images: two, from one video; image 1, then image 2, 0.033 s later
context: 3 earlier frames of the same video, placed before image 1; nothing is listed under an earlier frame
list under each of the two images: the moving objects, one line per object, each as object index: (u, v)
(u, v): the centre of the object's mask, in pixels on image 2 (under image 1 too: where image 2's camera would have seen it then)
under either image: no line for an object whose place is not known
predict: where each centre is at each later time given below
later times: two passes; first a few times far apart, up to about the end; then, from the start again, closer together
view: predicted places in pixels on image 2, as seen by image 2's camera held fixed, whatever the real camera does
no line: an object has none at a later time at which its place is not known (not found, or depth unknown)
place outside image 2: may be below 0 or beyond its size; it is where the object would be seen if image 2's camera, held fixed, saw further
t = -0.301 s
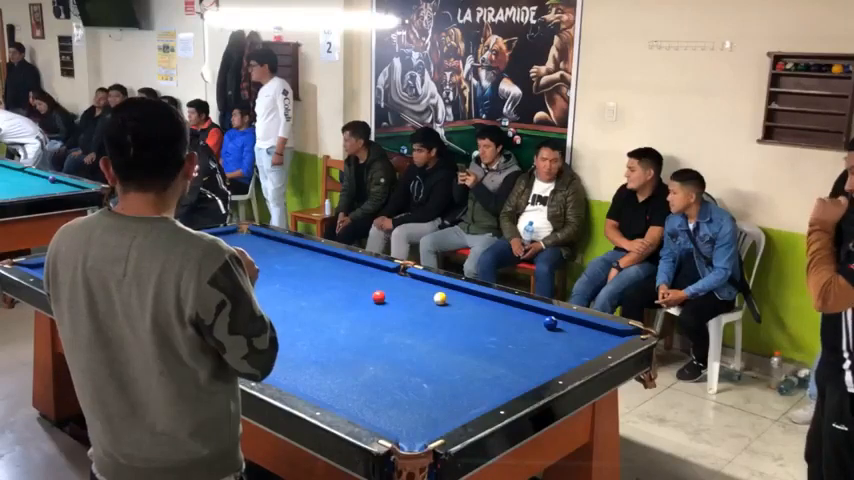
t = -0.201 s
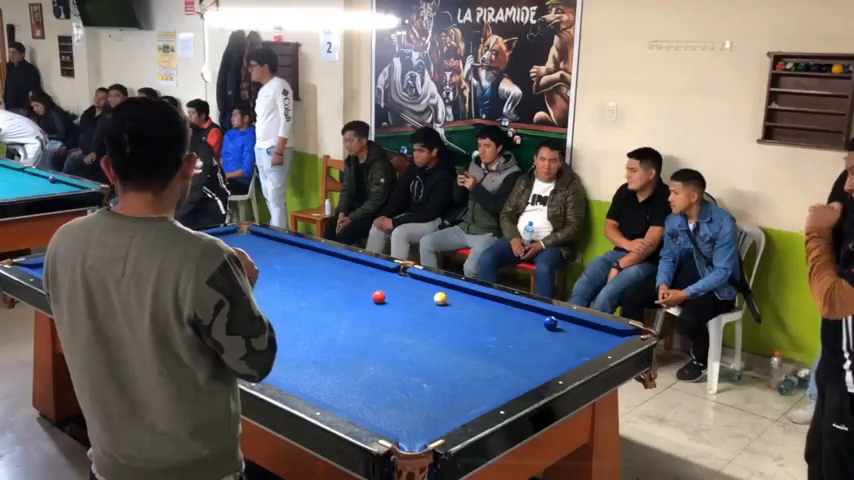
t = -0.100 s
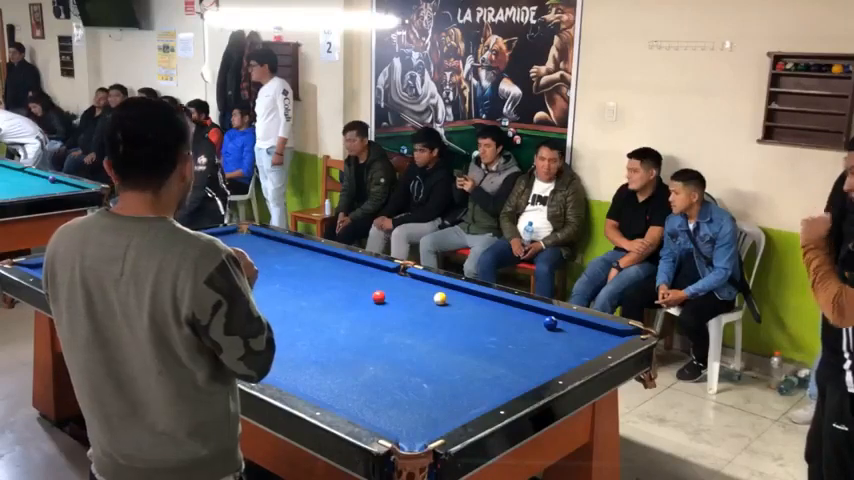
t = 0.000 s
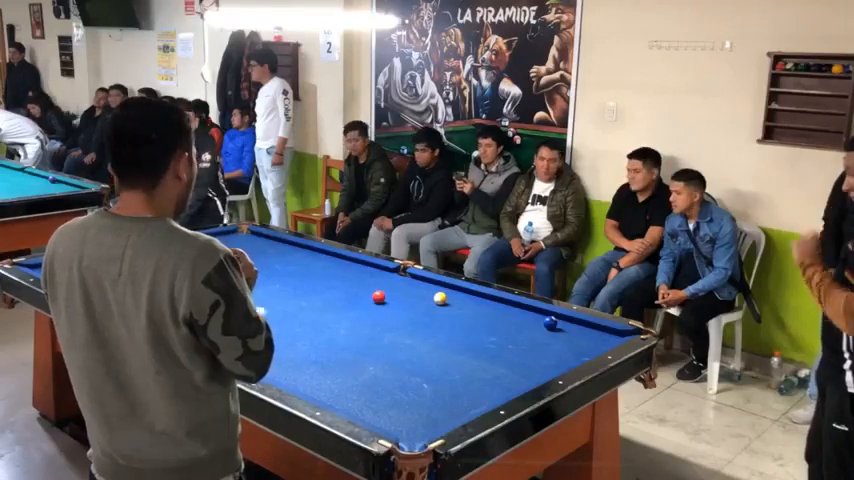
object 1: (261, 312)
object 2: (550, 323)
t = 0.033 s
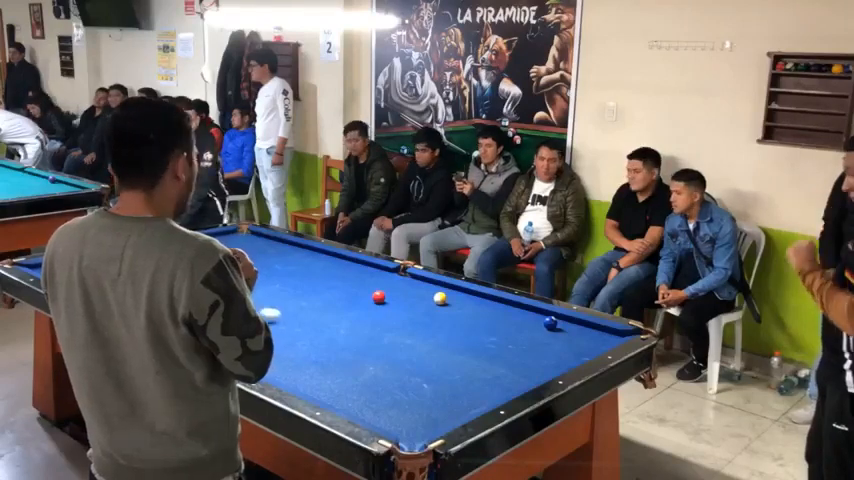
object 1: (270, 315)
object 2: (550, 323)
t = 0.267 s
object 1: (372, 328)
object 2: (550, 323)
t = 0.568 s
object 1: (513, 347)
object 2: (550, 323)
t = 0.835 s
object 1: (567, 336)
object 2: (550, 323)
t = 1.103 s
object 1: (557, 321)
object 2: (526, 315)
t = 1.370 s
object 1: (515, 321)
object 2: (497, 306)
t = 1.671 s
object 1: (470, 322)
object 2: (469, 296)
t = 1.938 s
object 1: (431, 323)
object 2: (447, 288)
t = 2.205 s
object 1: (392, 323)
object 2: (427, 281)
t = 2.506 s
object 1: (349, 324)
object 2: (405, 275)
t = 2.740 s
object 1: (307, 326)
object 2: (382, 270)
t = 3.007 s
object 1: (270, 327)
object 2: (365, 267)
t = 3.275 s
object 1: (235, 327)
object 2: (349, 263)
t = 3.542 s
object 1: (202, 328)
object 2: (335, 259)
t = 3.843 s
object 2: (320, 256)
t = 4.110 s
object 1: (173, 324)
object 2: (307, 253)
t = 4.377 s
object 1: (181, 321)
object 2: (297, 250)
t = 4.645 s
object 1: (187, 318)
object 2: (287, 248)
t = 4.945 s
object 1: (193, 316)
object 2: (278, 245)
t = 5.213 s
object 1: (198, 314)
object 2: (271, 244)
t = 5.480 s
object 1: (201, 312)
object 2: (265, 241)
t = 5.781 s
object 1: (203, 311)
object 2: (258, 240)
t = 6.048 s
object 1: (204, 310)
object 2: (252, 238)
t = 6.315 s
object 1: (204, 310)
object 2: (249, 237)
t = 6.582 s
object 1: (204, 310)
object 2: (246, 236)
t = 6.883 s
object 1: (204, 310)
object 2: (244, 235)
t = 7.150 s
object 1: (204, 310)
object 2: (242, 235)
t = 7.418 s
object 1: (204, 310)
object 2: (241, 234)
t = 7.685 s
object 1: (204, 310)
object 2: (241, 233)
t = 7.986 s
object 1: (204, 310)
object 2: (241, 233)
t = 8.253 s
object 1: (204, 310)
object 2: (241, 233)
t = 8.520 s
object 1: (204, 310)
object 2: (241, 233)
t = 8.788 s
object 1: (204, 310)
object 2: (241, 233)
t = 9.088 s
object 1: (204, 310)
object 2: (240, 233)
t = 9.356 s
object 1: (204, 310)
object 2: (241, 233)
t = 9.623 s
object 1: (204, 310)
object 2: (241, 233)
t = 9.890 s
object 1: (204, 310)
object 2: (241, 233)
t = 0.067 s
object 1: (283, 316)
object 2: (550, 323)
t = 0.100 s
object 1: (298, 319)
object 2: (550, 323)
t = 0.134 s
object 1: (313, 321)
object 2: (550, 323)
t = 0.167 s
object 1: (327, 322)
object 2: (550, 323)
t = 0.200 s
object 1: (341, 324)
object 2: (550, 323)
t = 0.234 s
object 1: (357, 326)
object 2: (550, 323)
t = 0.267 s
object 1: (372, 328)
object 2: (550, 323)
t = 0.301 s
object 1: (387, 330)
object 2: (550, 323)
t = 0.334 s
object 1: (402, 332)
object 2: (550, 323)
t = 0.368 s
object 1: (417, 334)
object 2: (550, 323)
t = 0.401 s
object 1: (433, 336)
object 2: (550, 323)
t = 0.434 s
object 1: (448, 338)
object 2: (550, 323)
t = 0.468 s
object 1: (465, 341)
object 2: (550, 323)
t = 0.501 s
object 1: (481, 343)
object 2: (550, 323)
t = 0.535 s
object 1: (496, 345)
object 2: (550, 323)
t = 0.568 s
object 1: (513, 347)
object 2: (550, 323)
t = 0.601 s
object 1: (529, 349)
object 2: (550, 323)
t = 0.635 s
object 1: (547, 352)
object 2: (550, 323)
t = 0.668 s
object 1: (563, 353)
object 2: (550, 323)
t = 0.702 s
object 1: (577, 353)
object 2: (550, 323)
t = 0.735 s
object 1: (576, 350)
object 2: (550, 323)
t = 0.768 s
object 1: (572, 345)
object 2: (550, 323)
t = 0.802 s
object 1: (569, 341)
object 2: (550, 323)
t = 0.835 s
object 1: (567, 336)
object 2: (550, 323)
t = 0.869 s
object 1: (564, 332)
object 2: (550, 323)
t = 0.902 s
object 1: (562, 328)
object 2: (550, 323)
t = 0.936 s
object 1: (563, 325)
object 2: (548, 322)
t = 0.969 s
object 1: (567, 323)
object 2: (542, 320)
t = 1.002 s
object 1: (570, 321)
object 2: (538, 319)
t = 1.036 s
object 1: (568, 320)
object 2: (534, 318)
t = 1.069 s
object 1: (562, 321)
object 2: (529, 316)
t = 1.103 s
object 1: (557, 321)
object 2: (526, 315)
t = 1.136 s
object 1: (552, 321)
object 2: (522, 313)
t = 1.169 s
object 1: (547, 321)
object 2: (519, 312)
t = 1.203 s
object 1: (541, 321)
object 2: (515, 311)
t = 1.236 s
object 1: (536, 321)
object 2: (511, 310)
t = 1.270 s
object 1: (531, 321)
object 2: (508, 308)
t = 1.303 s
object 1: (526, 321)
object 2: (505, 308)
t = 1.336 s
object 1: (520, 321)
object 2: (501, 306)
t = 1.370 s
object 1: (515, 321)
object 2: (497, 306)
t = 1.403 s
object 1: (510, 321)
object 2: (495, 304)
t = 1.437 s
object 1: (505, 321)
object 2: (491, 303)
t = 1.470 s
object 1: (500, 321)
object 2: (488, 302)
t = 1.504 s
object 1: (495, 321)
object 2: (484, 301)
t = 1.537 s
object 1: (490, 322)
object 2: (482, 300)
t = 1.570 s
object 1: (485, 322)
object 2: (479, 299)
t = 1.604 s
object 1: (480, 322)
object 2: (475, 298)
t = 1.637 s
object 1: (475, 322)
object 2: (472, 297)
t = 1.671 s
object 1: (470, 322)
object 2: (469, 296)
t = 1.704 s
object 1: (465, 322)
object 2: (467, 295)
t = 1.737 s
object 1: (460, 322)
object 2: (464, 294)
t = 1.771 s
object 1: (455, 322)
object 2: (461, 293)
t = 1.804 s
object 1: (450, 322)
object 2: (457, 292)
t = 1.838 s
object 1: (445, 323)
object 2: (455, 291)
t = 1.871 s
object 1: (441, 323)
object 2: (452, 289)
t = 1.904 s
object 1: (436, 323)
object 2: (450, 289)
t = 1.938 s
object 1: (431, 323)
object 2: (447, 288)
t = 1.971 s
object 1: (426, 323)
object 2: (443, 287)
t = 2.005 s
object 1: (421, 323)
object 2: (442, 287)
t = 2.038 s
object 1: (416, 323)
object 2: (439, 285)
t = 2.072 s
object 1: (411, 323)
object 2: (436, 284)
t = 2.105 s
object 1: (406, 323)
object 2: (433, 284)
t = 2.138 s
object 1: (401, 323)
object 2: (431, 283)
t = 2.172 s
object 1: (396, 323)
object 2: (429, 282)
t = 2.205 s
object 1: (392, 323)
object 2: (427, 281)
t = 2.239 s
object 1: (387, 323)
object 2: (423, 281)
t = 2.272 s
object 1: (382, 324)
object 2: (421, 280)
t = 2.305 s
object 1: (377, 324)
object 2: (419, 279)
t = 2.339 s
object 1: (372, 324)
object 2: (416, 279)
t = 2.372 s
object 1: (368, 324)
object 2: (414, 277)
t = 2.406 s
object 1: (363, 324)
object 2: (412, 276)
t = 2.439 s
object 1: (353, 325)
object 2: (405, 276)
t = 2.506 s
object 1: (349, 324)
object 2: (405, 275)
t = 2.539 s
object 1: (339, 325)
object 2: (399, 274)
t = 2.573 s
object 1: (330, 325)
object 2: (395, 272)
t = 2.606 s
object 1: (325, 325)
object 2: (393, 272)
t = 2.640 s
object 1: (320, 325)
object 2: (390, 272)
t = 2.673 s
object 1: (316, 325)
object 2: (387, 272)
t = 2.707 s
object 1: (311, 326)
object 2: (385, 271)
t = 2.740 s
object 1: (307, 326)
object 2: (382, 270)
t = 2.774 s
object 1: (302, 326)
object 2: (380, 270)
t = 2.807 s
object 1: (298, 326)
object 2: (378, 270)
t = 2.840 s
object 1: (293, 326)
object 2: (376, 269)
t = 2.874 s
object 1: (289, 326)
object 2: (374, 269)
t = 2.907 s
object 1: (284, 326)
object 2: (372, 268)
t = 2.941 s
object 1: (280, 327)
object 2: (370, 268)
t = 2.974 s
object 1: (275, 326)
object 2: (368, 267)
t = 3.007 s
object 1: (270, 327)
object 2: (365, 267)
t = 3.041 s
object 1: (266, 326)
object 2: (363, 266)
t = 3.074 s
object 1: (262, 327)
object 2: (362, 266)
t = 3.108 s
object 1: (257, 327)
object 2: (360, 265)
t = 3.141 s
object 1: (252, 327)
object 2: (357, 264)
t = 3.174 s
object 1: (248, 327)
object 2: (355, 264)
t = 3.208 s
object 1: (244, 327)
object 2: (353, 264)
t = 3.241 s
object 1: (240, 327)
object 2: (351, 263)
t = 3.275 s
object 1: (235, 327)
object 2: (349, 263)
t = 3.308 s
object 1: (231, 327)
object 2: (348, 262)
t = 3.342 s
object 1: (227, 328)
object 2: (346, 261)
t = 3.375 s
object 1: (222, 327)
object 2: (344, 261)
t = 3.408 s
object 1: (218, 327)
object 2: (342, 261)
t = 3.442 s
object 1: (214, 327)
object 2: (340, 261)
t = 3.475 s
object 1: (210, 328)
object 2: (339, 260)
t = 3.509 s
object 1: (206, 327)
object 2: (337, 260)
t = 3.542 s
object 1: (202, 328)
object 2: (335, 259)
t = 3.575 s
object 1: (197, 328)
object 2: (334, 259)
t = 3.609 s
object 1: (193, 328)
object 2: (332, 258)
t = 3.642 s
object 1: (189, 329)
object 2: (330, 257)
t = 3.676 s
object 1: (187, 328)
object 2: (328, 257)
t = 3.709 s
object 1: (184, 328)
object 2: (326, 257)
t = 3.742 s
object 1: (181, 328)
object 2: (325, 257)
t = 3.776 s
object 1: (179, 328)
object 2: (323, 257)
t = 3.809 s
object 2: (322, 256)
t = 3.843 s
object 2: (320, 256)
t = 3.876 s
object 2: (318, 255)
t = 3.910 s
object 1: (172, 327)
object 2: (317, 255)
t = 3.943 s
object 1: (172, 325)
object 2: (315, 255)
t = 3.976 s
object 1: (171, 324)
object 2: (314, 254)
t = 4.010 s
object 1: (171, 325)
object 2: (312, 254)
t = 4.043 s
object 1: (171, 324)
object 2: (311, 254)
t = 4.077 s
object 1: (172, 324)
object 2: (310, 253)
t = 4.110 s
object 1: (173, 324)
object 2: (307, 253)
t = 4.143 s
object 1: (174, 324)
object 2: (306, 252)
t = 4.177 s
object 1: (175, 324)
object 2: (305, 252)
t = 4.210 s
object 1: (176, 323)
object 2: (303, 252)
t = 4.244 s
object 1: (177, 323)
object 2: (302, 252)
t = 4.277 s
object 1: (178, 322)
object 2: (300, 252)
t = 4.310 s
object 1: (179, 322)
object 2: (299, 251)
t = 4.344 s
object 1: (180, 322)
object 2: (298, 251)
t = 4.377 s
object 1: (181, 321)
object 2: (297, 250)
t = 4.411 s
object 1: (181, 321)
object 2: (296, 250)
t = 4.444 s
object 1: (182, 320)
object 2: (294, 250)
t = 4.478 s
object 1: (183, 320)
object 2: (293, 250)
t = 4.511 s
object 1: (184, 320)
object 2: (291, 249)
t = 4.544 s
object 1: (185, 320)
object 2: (290, 249)
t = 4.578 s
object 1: (186, 319)
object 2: (289, 249)
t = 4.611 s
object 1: (187, 319)
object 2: (288, 249)
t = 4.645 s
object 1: (187, 318)
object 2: (287, 248)
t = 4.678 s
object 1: (188, 318)
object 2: (286, 248)
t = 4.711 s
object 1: (189, 318)
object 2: (285, 247)
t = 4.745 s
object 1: (189, 317)
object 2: (283, 247)
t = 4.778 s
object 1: (190, 317)
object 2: (282, 246)
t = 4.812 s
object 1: (191, 317)
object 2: (281, 246)
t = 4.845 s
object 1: (192, 316)
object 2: (280, 246)
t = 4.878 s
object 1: (192, 316)
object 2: (280, 246)
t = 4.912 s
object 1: (193, 316)
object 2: (278, 246)
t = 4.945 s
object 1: (193, 316)
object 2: (278, 245)
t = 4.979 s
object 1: (194, 315)
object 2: (277, 245)
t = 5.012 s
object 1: (195, 315)
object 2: (276, 245)
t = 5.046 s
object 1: (195, 315)
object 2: (275, 244)
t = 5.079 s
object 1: (196, 315)
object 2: (274, 244)
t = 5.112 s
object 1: (196, 314)
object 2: (273, 244)
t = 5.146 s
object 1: (197, 314)
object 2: (272, 244)
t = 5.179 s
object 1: (197, 314)
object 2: (272, 244)
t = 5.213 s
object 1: (198, 314)
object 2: (271, 244)
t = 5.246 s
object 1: (199, 314)
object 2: (270, 243)
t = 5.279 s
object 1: (199, 313)
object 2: (269, 243)
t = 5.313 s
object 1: (199, 313)
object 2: (268, 243)
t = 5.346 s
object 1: (199, 313)
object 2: (267, 243)
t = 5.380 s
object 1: (200, 313)
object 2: (267, 243)
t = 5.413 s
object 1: (200, 312)
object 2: (266, 242)
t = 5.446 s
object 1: (200, 312)
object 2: (265, 242)
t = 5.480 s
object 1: (201, 312)
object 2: (265, 241)
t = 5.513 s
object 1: (201, 312)
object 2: (263, 241)
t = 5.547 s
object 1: (201, 311)
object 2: (263, 241)
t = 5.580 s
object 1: (201, 311)
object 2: (261, 240)
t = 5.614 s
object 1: (202, 311)
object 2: (261, 240)
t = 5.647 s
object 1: (202, 311)
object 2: (260, 240)
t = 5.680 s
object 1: (202, 311)
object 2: (259, 240)
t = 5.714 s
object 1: (202, 311)
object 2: (259, 240)
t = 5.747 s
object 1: (203, 311)
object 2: (258, 240)
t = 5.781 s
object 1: (203, 311)
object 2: (258, 240)
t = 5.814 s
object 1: (203, 311)
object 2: (257, 240)
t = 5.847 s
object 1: (203, 310)
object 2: (256, 239)
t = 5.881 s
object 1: (203, 310)
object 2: (256, 239)
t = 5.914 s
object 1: (203, 310)
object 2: (255, 239)
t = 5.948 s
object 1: (204, 310)
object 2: (255, 239)
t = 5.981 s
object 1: (204, 310)
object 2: (254, 239)
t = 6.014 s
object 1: (204, 310)
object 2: (253, 238)
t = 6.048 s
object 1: (204, 310)
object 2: (252, 238)
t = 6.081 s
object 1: (204, 310)
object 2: (252, 238)
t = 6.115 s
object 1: (204, 310)
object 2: (252, 238)
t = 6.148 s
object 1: (204, 310)
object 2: (251, 238)
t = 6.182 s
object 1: (204, 310)
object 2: (251, 238)
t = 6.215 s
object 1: (204, 310)
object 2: (251, 238)
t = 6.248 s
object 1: (204, 310)
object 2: (250, 237)
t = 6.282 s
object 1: (204, 310)
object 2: (249, 237)
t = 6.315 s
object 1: (204, 310)
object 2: (249, 237)
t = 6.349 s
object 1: (204, 310)
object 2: (248, 237)
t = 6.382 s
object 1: (204, 310)
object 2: (248, 237)
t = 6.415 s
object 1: (204, 310)
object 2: (248, 236)
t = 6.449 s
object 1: (204, 310)
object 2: (247, 236)
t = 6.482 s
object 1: (204, 310)
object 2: (247, 236)
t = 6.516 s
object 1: (204, 310)
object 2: (247, 236)
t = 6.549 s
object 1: (204, 310)
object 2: (247, 236)
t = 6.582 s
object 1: (204, 310)
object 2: (246, 236)
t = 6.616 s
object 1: (204, 310)
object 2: (245, 236)
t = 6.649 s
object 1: (204, 310)
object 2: (245, 235)
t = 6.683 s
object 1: (204, 310)
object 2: (245, 235)
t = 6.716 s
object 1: (204, 310)
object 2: (245, 235)
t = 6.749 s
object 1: (204, 310)
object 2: (245, 235)
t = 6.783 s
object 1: (204, 310)
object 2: (244, 235)
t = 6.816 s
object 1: (204, 310)
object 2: (244, 235)
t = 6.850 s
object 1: (204, 310)
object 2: (244, 235)
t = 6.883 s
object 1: (204, 310)
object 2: (244, 235)
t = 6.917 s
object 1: (204, 310)
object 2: (244, 235)
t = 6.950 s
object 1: (204, 310)
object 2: (243, 235)
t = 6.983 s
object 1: (204, 310)
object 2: (243, 235)
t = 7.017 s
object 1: (204, 310)
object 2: (243, 235)
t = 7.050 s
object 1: (204, 310)
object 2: (243, 235)
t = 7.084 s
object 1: (204, 310)
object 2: (242, 235)
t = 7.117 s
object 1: (204, 310)
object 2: (242, 235)
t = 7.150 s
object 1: (204, 310)
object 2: (242, 235)
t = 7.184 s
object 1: (204, 310)
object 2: (242, 235)
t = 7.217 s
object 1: (204, 310)
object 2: (242, 235)
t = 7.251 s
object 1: (204, 310)
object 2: (242, 235)
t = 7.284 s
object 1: (204, 310)
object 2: (242, 235)
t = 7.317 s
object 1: (204, 310)
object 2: (242, 235)
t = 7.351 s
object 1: (204, 310)
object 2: (242, 235)
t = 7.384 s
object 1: (204, 310)
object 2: (242, 235)
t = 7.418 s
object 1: (204, 310)
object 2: (241, 234)
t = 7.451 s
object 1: (204, 310)
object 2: (241, 234)
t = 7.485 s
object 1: (204, 310)
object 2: (241, 234)
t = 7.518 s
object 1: (204, 310)
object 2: (241, 234)
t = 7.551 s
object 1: (204, 310)
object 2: (241, 233)
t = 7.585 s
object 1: (204, 310)
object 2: (241, 233)
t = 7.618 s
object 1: (204, 310)
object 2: (241, 233)
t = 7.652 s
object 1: (204, 310)
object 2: (241, 233)
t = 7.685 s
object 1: (204, 310)
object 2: (241, 233)
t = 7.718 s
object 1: (204, 310)
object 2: (241, 233)
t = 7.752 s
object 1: (204, 310)
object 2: (241, 233)
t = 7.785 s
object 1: (204, 310)
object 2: (241, 233)
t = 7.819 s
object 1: (204, 310)
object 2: (241, 233)
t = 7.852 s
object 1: (204, 310)
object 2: (241, 233)
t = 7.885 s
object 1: (204, 310)
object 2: (241, 233)
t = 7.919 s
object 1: (204, 310)
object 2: (241, 233)
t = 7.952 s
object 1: (204, 310)
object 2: (241, 233)
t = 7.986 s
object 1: (204, 310)
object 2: (241, 233)
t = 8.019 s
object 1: (204, 310)
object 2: (241, 233)
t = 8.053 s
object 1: (204, 310)
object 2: (241, 233)
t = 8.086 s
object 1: (204, 310)
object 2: (241, 233)
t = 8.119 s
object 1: (204, 310)
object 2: (241, 233)
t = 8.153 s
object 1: (204, 310)
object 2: (241, 233)
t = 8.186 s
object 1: (204, 310)
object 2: (241, 233)
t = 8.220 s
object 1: (204, 310)
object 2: (241, 233)
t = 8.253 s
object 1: (204, 310)
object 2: (241, 233)
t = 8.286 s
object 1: (204, 310)
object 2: (241, 233)
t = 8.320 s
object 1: (204, 310)
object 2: (241, 233)
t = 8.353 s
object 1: (204, 310)
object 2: (241, 233)
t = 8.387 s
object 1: (204, 310)
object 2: (241, 233)
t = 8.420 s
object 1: (204, 310)
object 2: (241, 233)
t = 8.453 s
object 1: (204, 310)
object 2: (241, 233)
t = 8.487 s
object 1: (204, 310)
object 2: (241, 233)
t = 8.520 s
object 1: (204, 310)
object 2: (241, 233)
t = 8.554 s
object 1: (204, 310)
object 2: (241, 233)
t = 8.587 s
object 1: (204, 310)
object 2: (241, 233)
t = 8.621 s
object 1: (204, 310)
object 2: (241, 233)
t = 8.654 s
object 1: (204, 310)
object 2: (241, 233)
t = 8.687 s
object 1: (204, 310)
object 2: (241, 233)
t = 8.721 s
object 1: (204, 310)
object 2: (241, 233)
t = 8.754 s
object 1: (204, 310)
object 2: (241, 233)
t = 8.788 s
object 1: (204, 310)
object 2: (241, 233)
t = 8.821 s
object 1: (204, 310)
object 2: (241, 233)
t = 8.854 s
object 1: (204, 310)
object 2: (241, 233)
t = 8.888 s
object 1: (204, 310)
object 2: (241, 233)
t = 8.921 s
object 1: (204, 310)
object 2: (241, 233)
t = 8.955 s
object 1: (204, 310)
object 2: (241, 233)
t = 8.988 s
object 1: (204, 310)
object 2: (241, 233)
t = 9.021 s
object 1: (204, 310)
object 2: (241, 233)
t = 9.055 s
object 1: (204, 310)
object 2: (241, 233)
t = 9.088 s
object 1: (204, 310)
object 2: (240, 233)
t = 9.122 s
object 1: (204, 310)
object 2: (241, 233)
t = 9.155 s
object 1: (204, 310)
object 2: (241, 233)
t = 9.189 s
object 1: (204, 310)
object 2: (241, 233)
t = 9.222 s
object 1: (204, 310)
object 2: (241, 233)
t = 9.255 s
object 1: (204, 310)
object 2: (241, 233)
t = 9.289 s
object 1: (204, 310)
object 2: (241, 233)
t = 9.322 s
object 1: (204, 310)
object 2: (241, 233)
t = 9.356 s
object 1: (204, 310)
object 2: (241, 233)
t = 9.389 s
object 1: (204, 310)
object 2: (241, 233)
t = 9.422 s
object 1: (204, 310)
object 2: (241, 233)
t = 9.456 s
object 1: (204, 310)
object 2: (241, 233)
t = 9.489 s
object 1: (204, 310)
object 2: (241, 233)
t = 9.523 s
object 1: (204, 310)
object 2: (241, 233)
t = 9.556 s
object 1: (204, 310)
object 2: (241, 233)
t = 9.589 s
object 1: (204, 310)
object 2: (241, 233)
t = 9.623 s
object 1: (204, 310)
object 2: (241, 233)
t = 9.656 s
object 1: (204, 310)
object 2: (241, 233)
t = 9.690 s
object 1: (204, 310)
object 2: (241, 233)
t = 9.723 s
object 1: (204, 310)
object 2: (241, 233)
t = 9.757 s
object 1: (204, 310)
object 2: (241, 233)
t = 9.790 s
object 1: (204, 310)
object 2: (241, 233)
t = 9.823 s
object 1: (204, 310)
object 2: (241, 233)
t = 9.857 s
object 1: (204, 310)
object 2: (241, 233)
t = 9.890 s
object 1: (204, 310)
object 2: (241, 233)
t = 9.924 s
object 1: (204, 310)
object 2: (241, 233)
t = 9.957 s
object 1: (204, 310)
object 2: (240, 233)
